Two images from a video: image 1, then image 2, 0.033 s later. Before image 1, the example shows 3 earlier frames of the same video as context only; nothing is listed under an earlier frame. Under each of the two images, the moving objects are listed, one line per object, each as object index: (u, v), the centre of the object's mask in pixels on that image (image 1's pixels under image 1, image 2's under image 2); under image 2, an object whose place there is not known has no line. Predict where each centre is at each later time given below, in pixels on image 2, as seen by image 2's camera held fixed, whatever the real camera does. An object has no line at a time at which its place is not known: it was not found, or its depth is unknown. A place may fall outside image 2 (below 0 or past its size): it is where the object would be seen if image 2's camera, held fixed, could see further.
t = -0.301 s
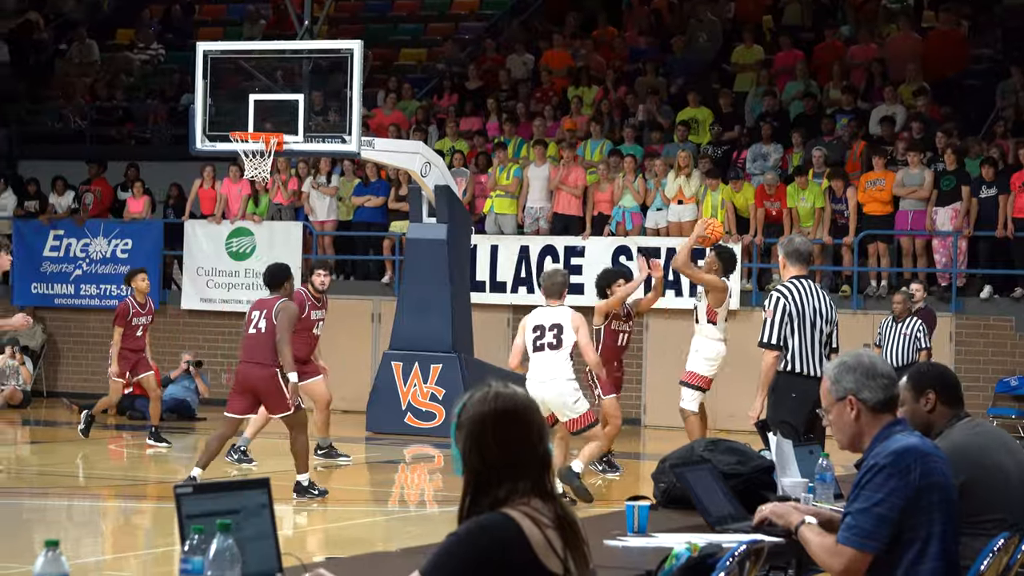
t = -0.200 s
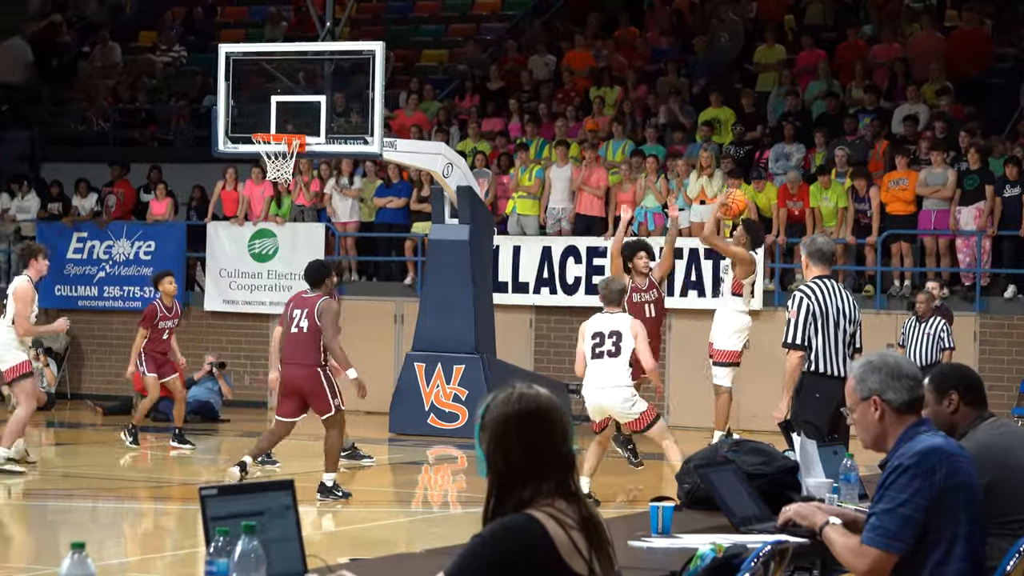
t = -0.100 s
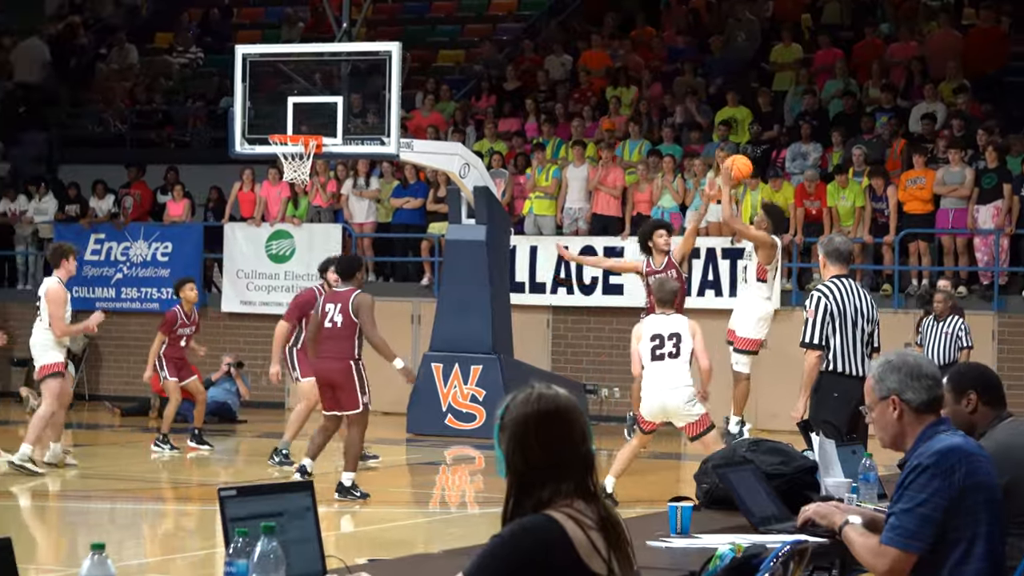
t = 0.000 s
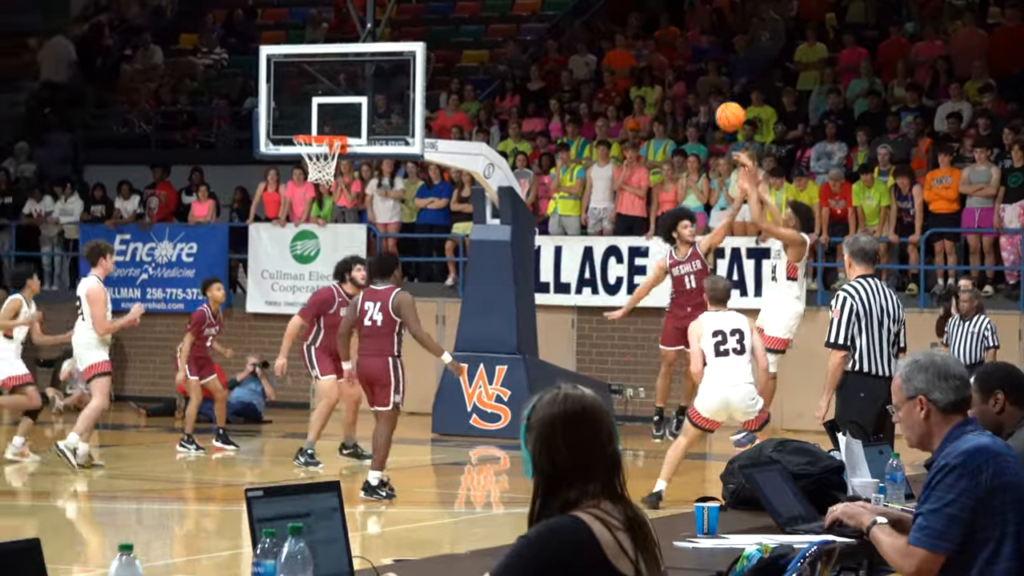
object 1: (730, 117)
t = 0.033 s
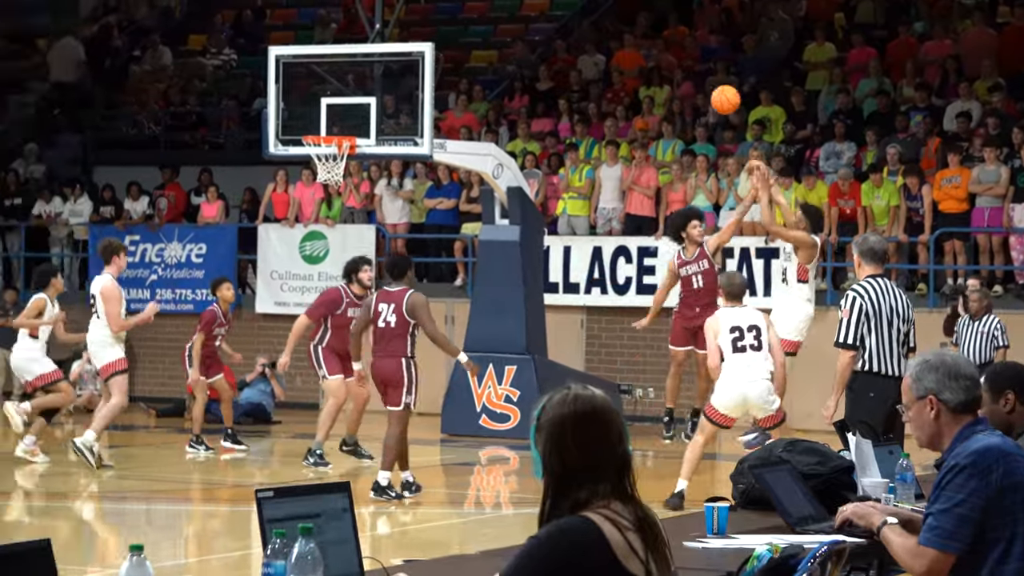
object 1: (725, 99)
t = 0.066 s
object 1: (711, 84)
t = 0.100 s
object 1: (698, 71)
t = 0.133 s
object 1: (684, 59)
